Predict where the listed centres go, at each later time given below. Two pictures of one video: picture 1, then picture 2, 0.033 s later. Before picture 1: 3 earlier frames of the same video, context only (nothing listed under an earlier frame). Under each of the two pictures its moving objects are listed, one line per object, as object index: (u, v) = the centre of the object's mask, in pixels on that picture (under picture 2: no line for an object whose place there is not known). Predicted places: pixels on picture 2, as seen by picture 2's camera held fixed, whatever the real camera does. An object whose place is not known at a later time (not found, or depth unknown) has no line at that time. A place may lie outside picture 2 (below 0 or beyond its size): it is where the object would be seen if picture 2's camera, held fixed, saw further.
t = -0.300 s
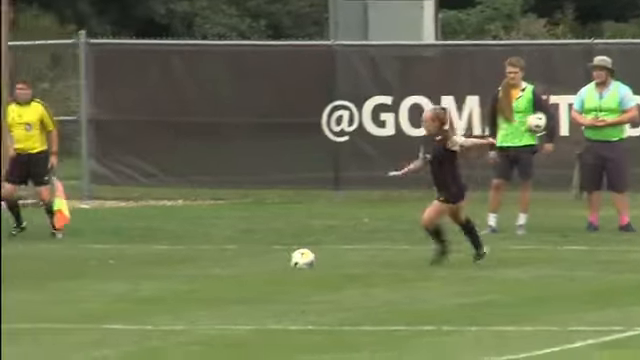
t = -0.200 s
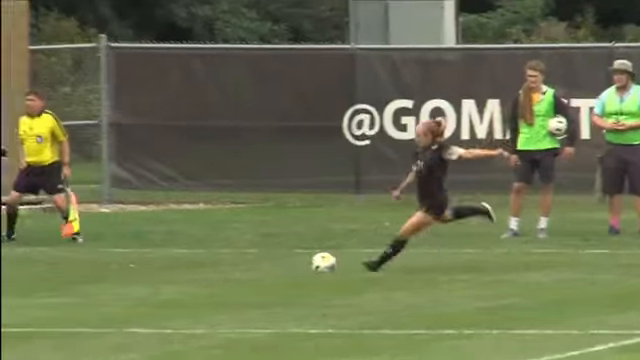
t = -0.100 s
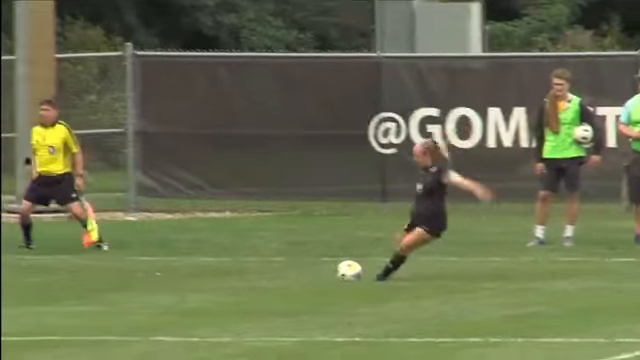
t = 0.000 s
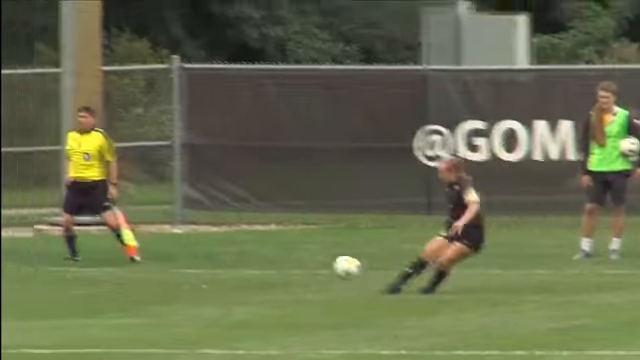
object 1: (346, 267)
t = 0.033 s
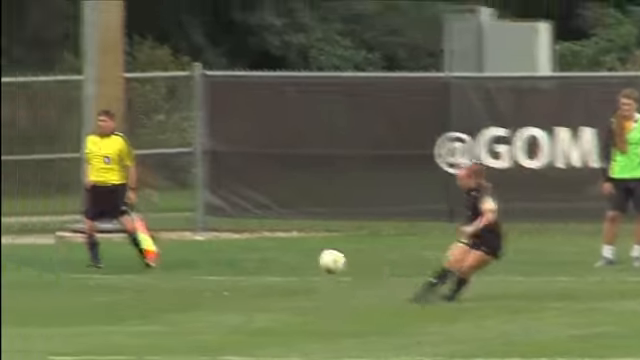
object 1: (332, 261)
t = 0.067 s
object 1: (295, 249)
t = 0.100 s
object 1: (258, 237)
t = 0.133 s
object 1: (220, 225)
